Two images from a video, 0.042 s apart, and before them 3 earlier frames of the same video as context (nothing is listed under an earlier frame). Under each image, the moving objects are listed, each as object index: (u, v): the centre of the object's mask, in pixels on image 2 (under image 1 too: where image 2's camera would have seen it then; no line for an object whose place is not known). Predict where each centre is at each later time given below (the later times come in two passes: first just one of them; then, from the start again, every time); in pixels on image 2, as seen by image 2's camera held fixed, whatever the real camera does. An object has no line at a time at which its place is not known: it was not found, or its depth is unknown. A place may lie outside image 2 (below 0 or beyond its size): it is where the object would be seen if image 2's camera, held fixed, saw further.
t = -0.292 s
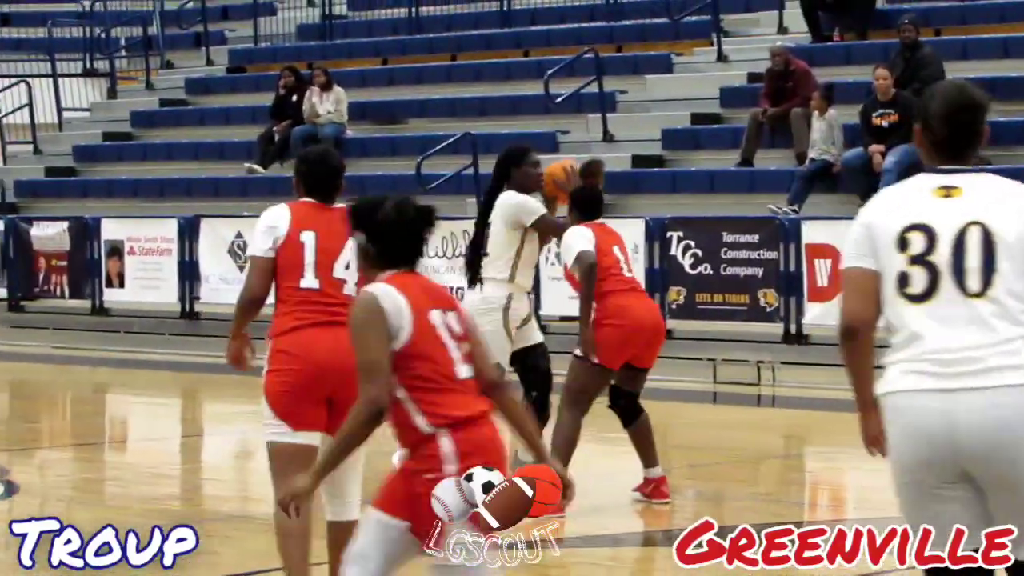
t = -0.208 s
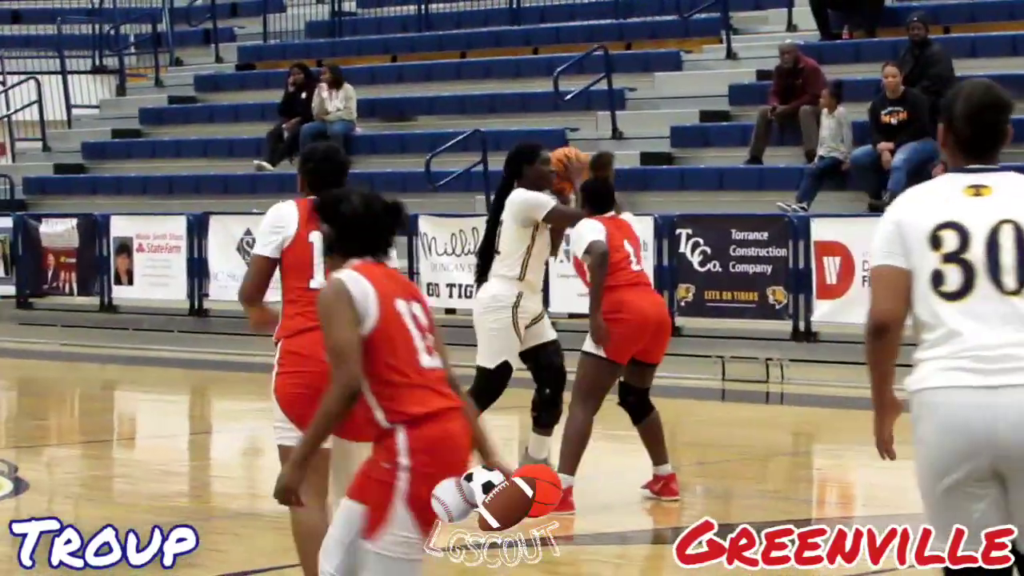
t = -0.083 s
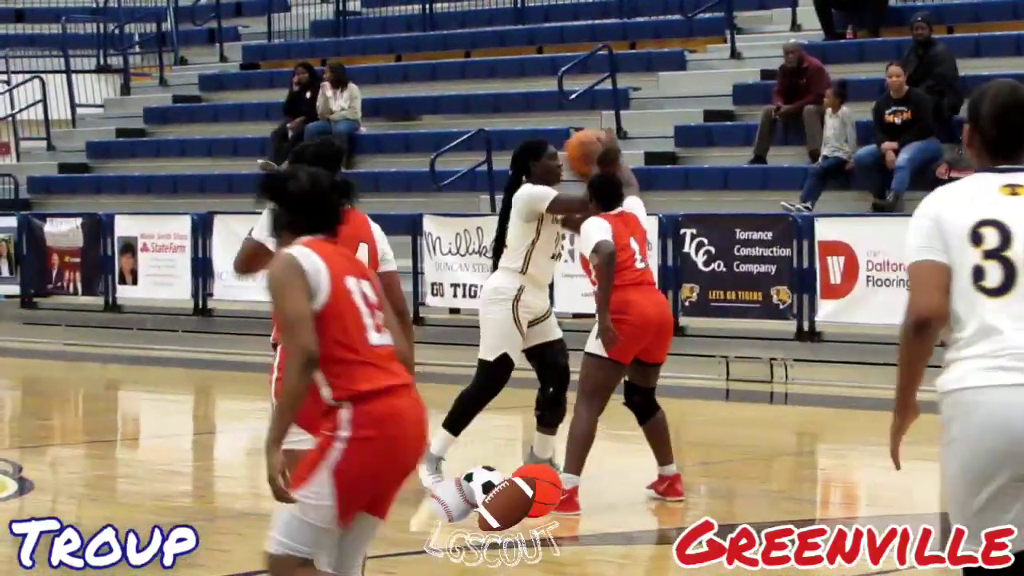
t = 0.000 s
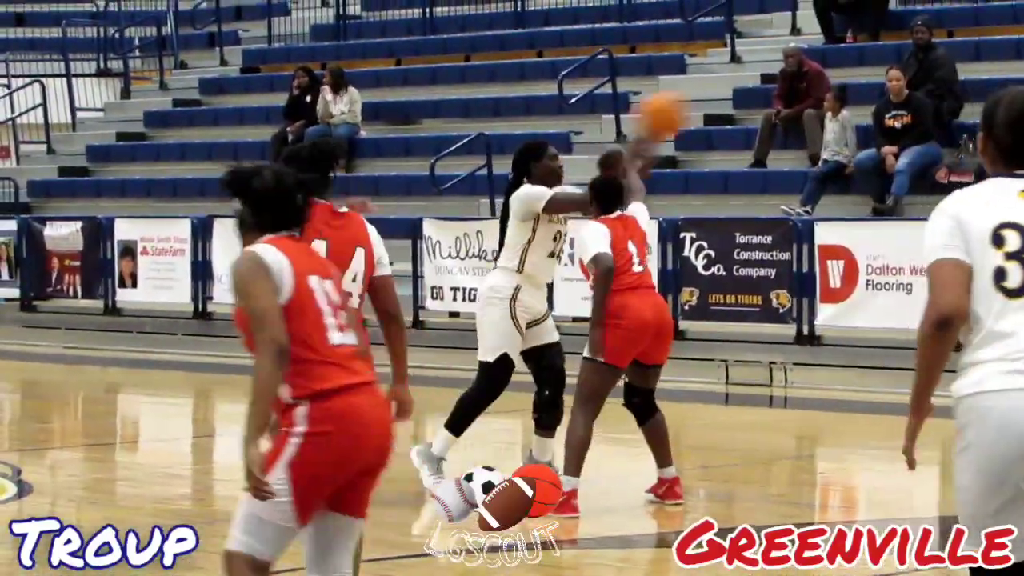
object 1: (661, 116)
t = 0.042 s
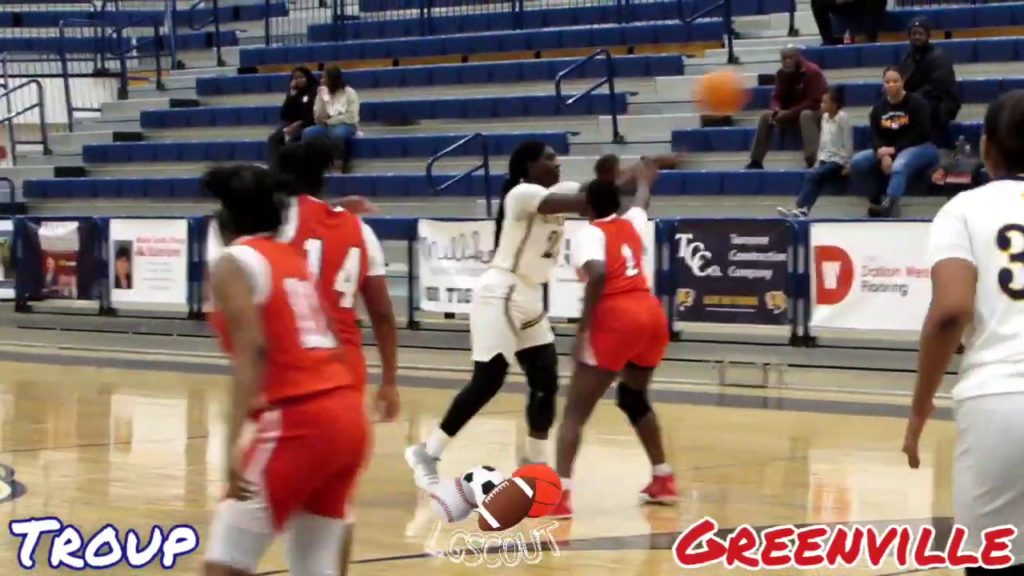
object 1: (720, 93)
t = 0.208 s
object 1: (976, 32)
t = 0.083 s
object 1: (783, 72)
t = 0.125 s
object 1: (845, 55)
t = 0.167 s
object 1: (912, 43)
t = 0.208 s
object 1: (976, 32)
